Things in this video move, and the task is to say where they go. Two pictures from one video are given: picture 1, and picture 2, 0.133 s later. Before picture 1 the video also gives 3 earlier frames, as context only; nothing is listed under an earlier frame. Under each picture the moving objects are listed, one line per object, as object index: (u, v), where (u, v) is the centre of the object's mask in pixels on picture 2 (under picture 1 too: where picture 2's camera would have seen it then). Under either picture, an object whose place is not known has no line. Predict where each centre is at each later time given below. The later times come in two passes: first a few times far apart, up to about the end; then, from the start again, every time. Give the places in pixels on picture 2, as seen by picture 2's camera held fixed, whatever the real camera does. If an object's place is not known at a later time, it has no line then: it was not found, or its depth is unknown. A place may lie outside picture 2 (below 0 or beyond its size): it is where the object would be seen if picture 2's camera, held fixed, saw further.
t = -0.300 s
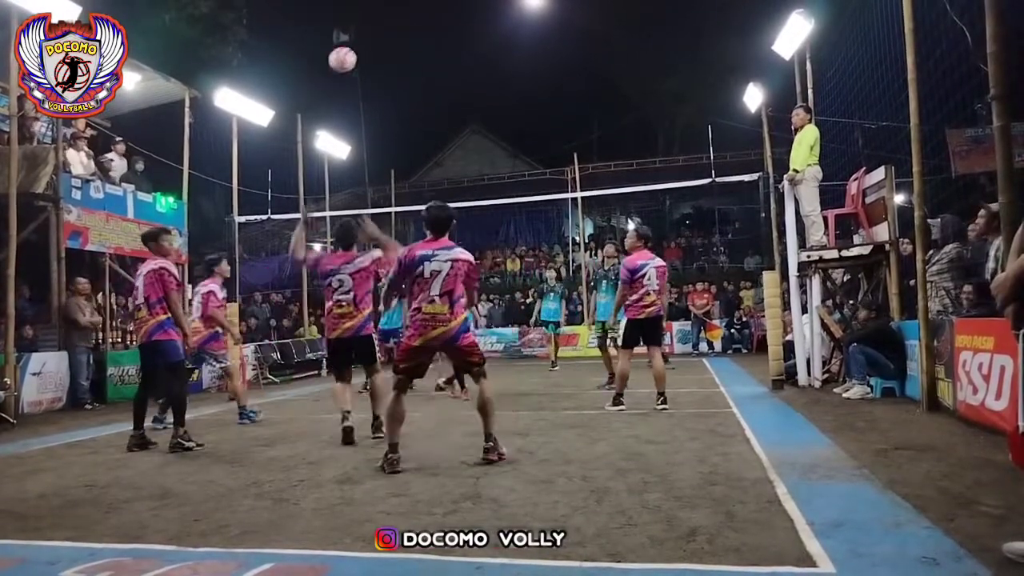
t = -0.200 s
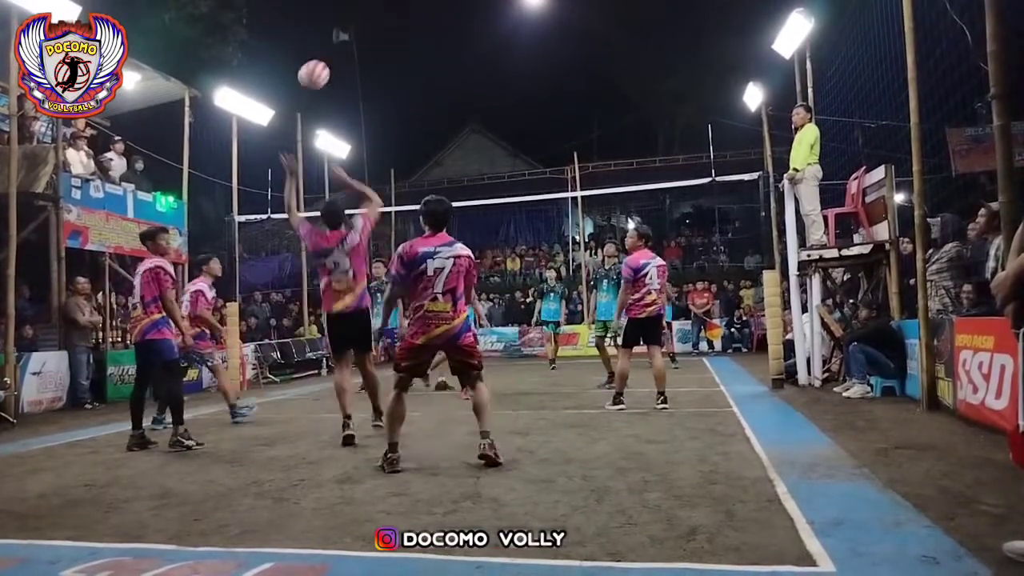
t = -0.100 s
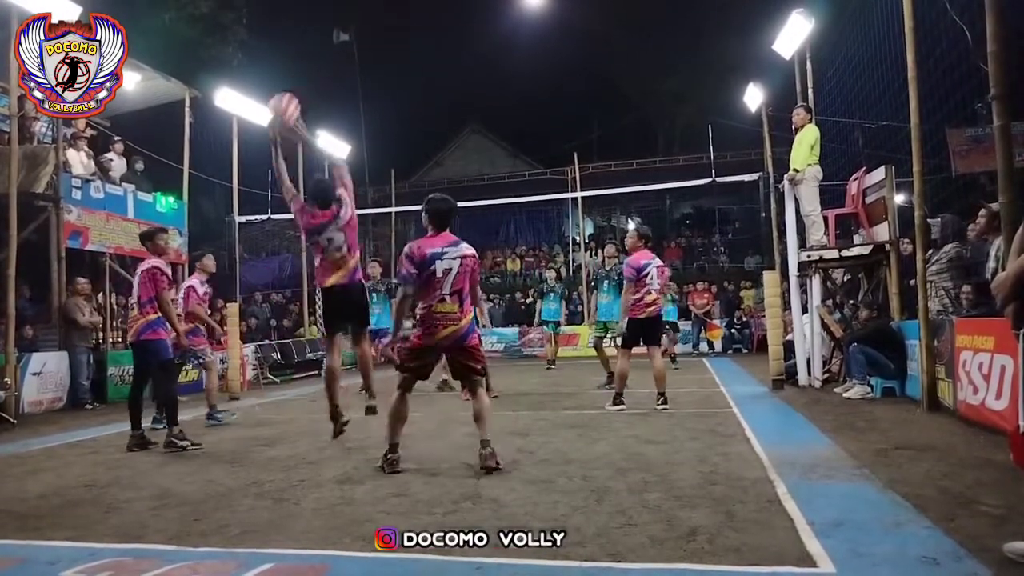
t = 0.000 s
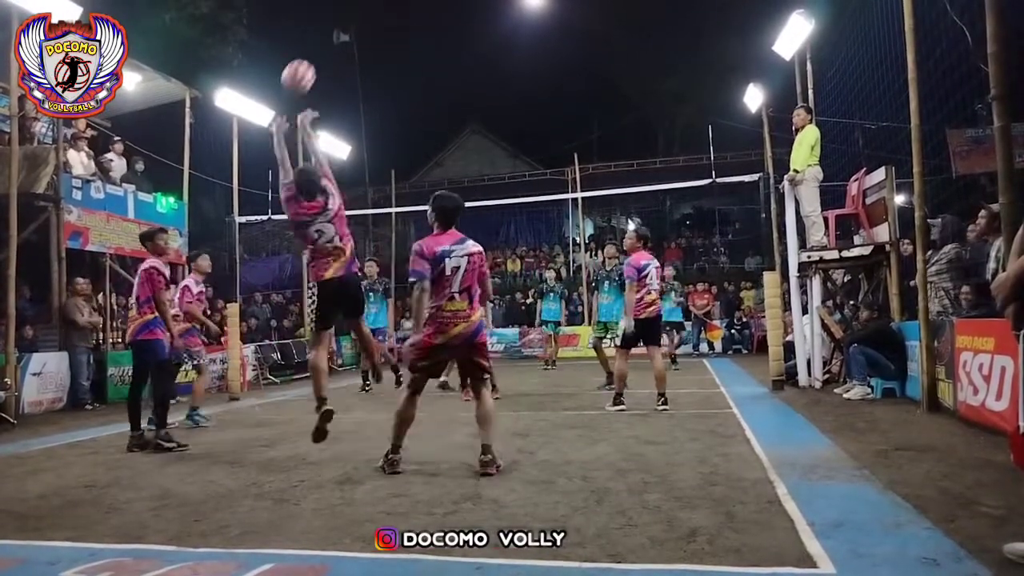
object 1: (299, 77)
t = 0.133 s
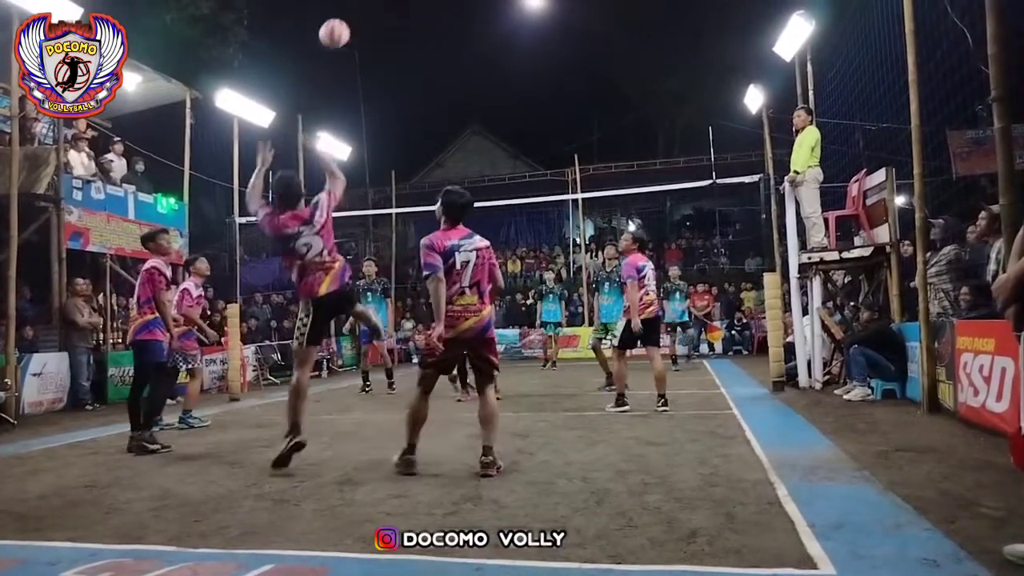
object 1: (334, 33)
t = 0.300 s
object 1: (371, 15)
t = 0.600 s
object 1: (421, 56)
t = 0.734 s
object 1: (440, 97)
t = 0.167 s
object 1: (342, 27)
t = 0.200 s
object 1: (350, 22)
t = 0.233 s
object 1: (357, 18)
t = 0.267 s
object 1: (364, 16)
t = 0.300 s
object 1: (371, 15)
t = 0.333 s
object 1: (377, 15)
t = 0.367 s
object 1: (383, 17)
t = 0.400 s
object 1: (389, 19)
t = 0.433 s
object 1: (395, 23)
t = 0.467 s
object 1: (400, 28)
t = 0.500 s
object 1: (406, 34)
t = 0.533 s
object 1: (411, 40)
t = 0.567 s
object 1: (417, 48)
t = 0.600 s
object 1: (421, 56)
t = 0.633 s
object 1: (426, 65)
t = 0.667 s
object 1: (431, 75)
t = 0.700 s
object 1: (436, 86)
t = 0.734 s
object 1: (440, 97)
